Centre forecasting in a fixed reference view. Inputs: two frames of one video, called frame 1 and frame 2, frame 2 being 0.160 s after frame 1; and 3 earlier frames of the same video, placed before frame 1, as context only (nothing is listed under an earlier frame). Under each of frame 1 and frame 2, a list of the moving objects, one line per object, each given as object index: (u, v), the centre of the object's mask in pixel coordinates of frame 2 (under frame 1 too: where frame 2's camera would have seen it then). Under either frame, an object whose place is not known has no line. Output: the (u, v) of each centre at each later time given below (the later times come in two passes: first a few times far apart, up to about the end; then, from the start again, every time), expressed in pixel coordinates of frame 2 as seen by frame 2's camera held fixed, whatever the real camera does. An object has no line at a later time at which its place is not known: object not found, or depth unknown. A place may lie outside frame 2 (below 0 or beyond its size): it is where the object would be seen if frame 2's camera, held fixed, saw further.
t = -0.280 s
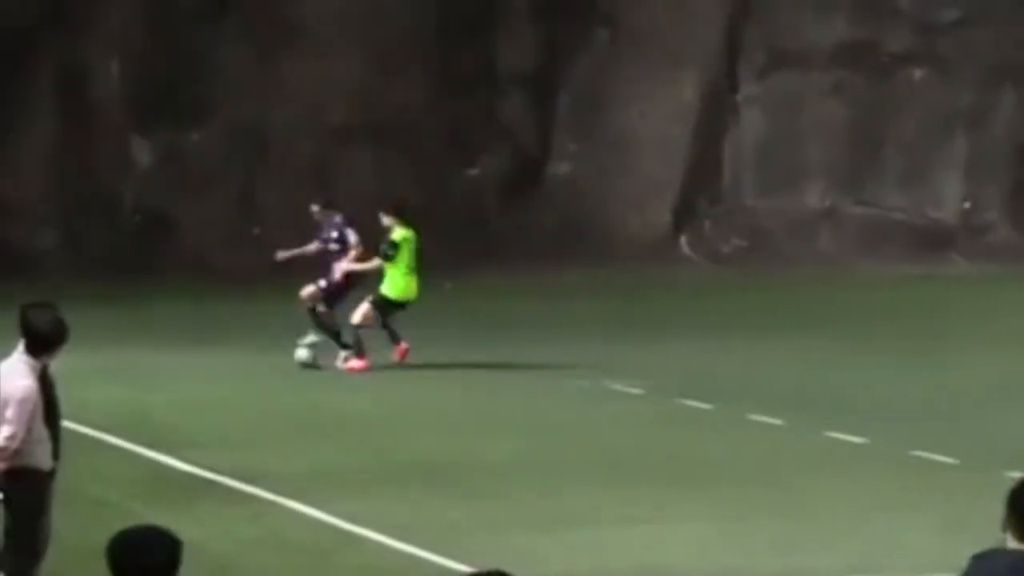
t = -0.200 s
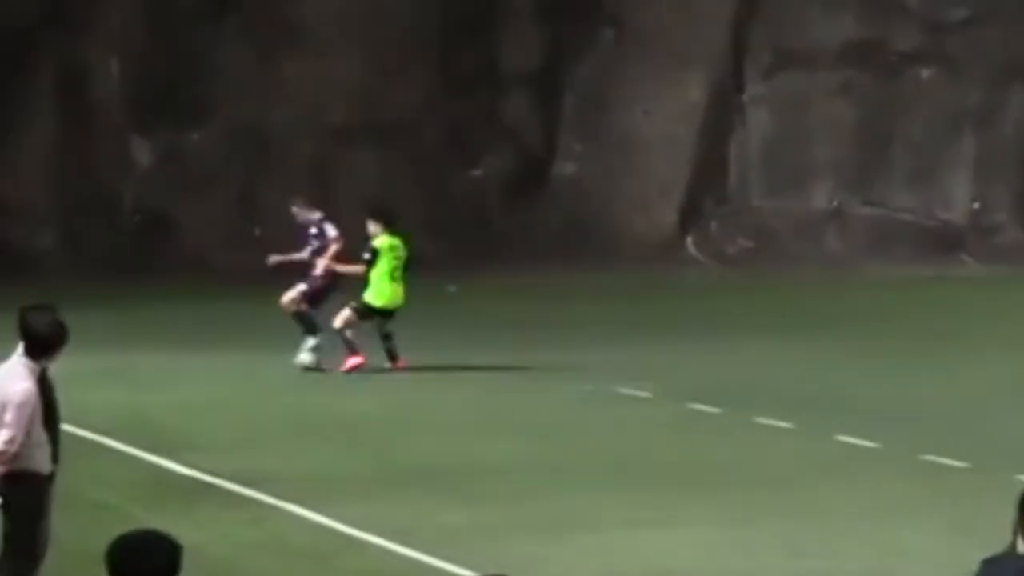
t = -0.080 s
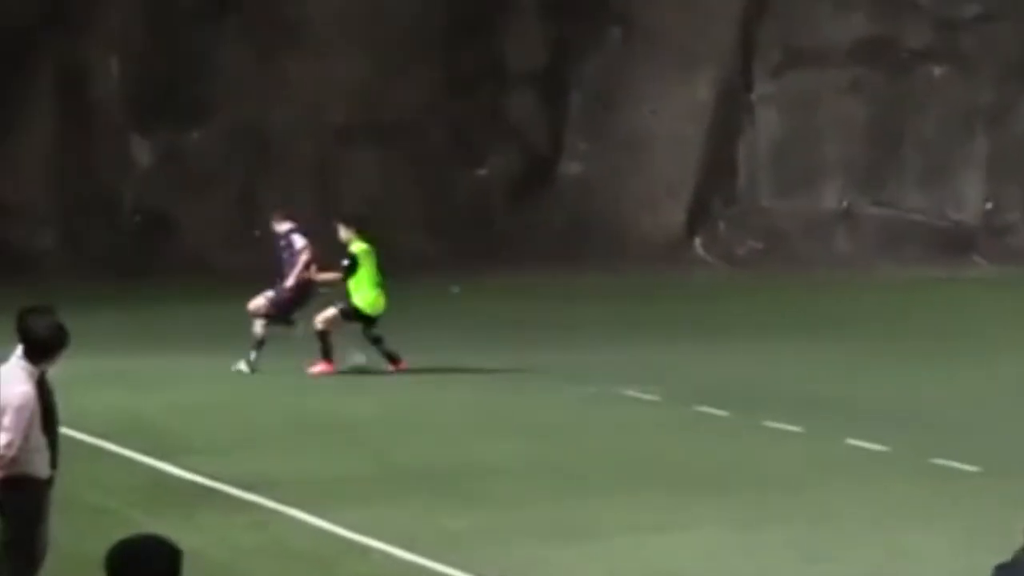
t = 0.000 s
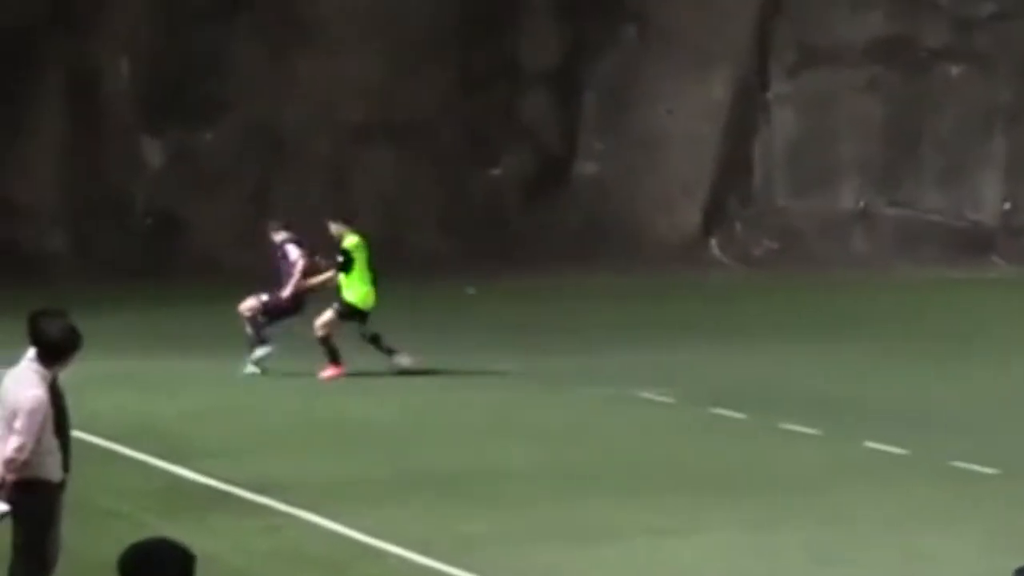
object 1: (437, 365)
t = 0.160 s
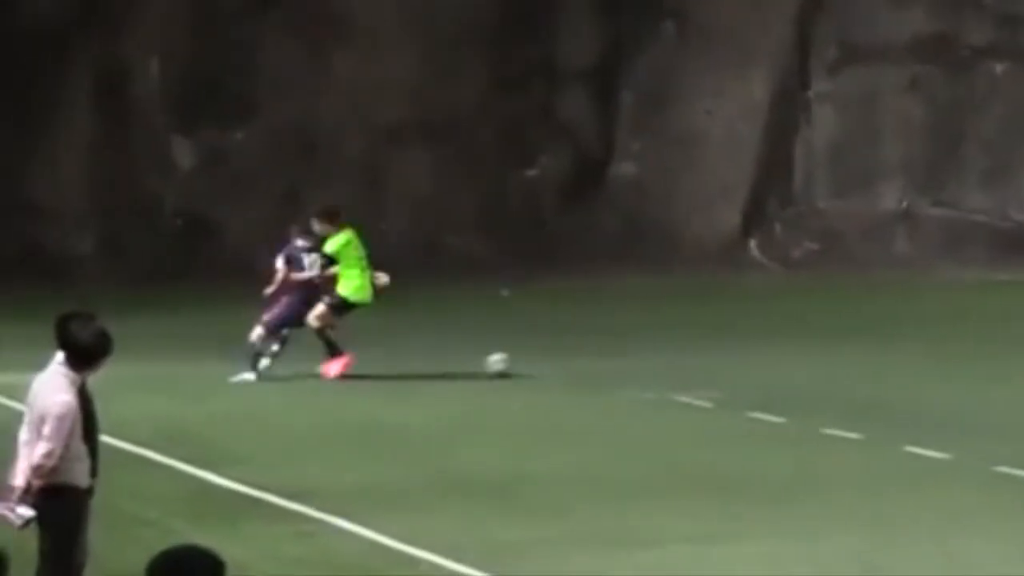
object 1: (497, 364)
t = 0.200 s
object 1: (513, 363)
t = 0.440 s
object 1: (599, 364)
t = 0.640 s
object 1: (667, 363)
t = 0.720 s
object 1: (695, 362)
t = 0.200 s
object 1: (513, 363)
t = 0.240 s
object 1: (526, 364)
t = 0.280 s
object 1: (541, 363)
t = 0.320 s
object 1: (557, 364)
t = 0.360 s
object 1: (572, 364)
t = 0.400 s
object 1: (587, 363)
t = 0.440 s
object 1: (599, 364)
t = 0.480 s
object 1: (613, 364)
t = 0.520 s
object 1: (628, 363)
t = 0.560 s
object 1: (640, 363)
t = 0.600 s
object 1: (654, 363)
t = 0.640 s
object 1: (667, 363)
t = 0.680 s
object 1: (681, 363)
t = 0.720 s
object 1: (695, 362)
